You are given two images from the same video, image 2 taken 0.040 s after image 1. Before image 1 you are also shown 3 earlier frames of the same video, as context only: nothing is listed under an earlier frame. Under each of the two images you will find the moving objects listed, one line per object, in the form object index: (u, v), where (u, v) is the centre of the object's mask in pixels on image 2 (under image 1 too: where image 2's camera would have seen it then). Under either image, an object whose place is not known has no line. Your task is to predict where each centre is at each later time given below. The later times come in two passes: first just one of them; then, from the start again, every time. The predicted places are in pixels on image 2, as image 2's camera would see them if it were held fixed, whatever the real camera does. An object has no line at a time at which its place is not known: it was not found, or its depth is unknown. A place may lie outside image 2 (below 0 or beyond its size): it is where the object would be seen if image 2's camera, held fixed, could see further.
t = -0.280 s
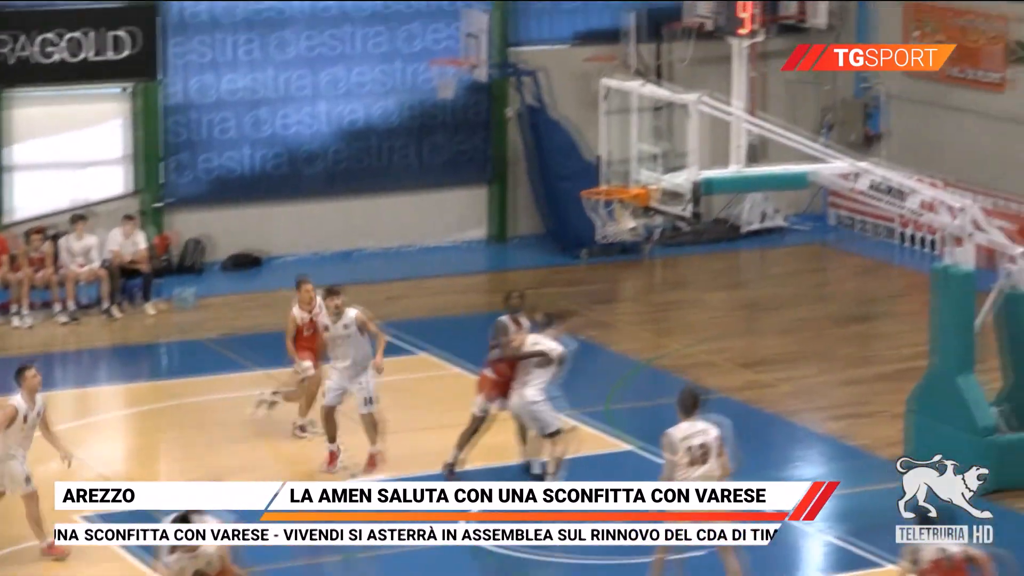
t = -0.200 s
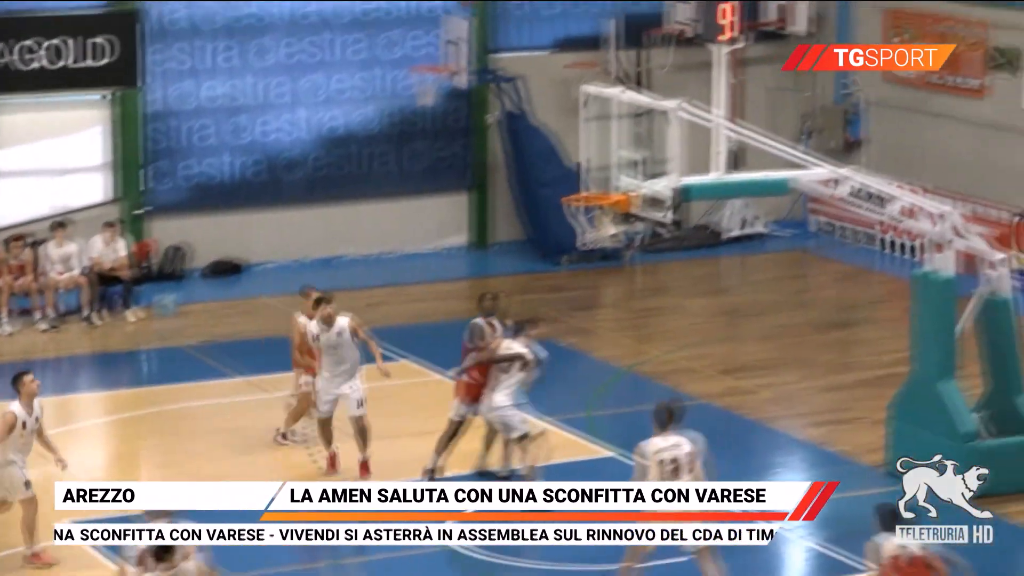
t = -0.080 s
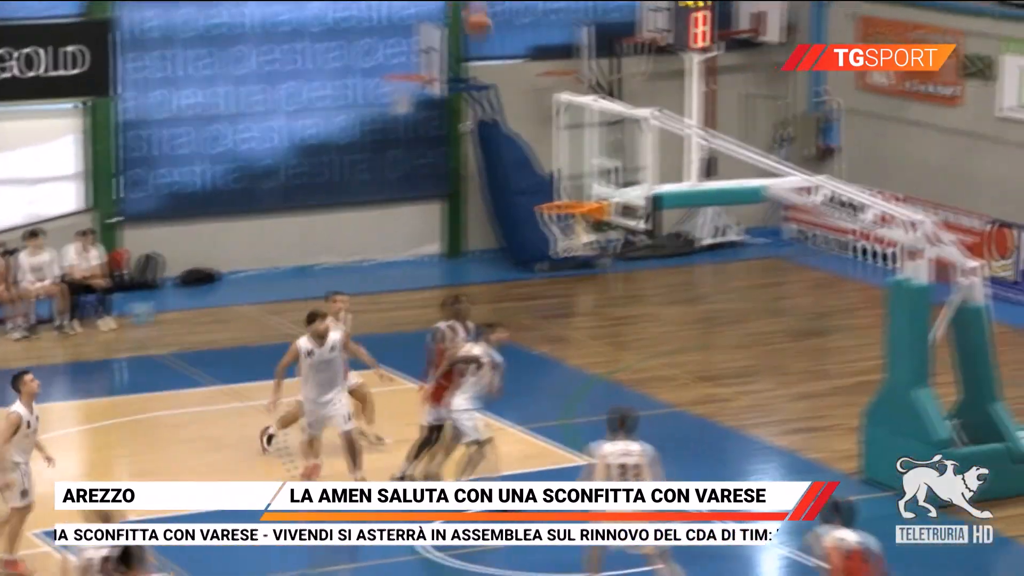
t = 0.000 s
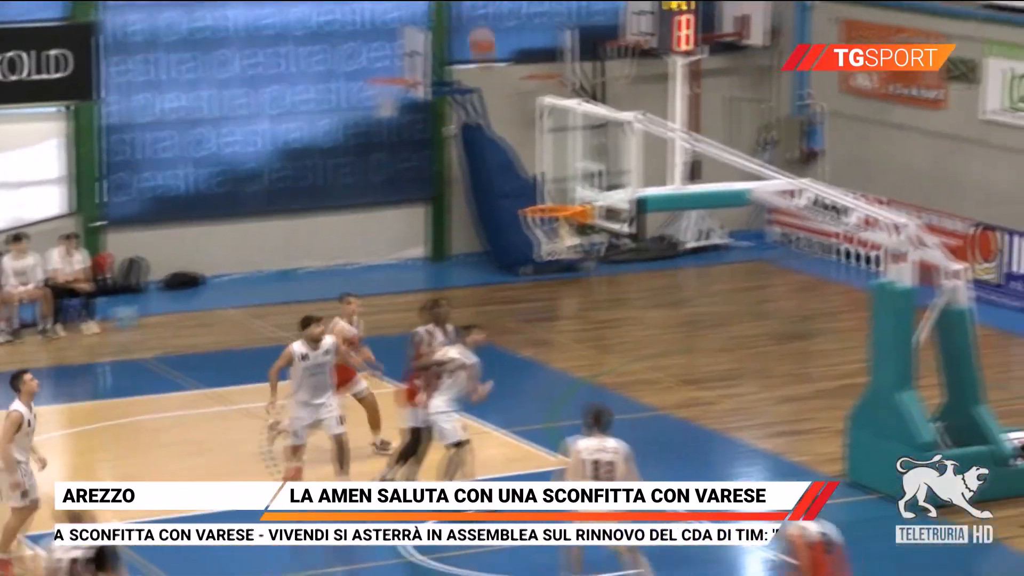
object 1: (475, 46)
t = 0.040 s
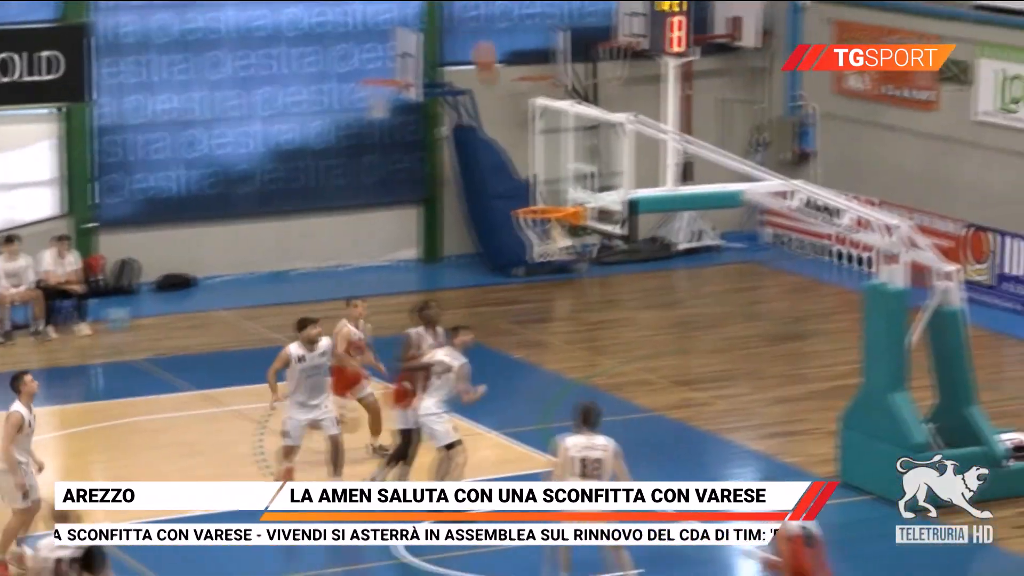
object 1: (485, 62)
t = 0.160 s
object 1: (515, 105)
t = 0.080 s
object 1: (494, 72)
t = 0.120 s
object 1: (505, 88)
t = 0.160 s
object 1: (515, 105)
